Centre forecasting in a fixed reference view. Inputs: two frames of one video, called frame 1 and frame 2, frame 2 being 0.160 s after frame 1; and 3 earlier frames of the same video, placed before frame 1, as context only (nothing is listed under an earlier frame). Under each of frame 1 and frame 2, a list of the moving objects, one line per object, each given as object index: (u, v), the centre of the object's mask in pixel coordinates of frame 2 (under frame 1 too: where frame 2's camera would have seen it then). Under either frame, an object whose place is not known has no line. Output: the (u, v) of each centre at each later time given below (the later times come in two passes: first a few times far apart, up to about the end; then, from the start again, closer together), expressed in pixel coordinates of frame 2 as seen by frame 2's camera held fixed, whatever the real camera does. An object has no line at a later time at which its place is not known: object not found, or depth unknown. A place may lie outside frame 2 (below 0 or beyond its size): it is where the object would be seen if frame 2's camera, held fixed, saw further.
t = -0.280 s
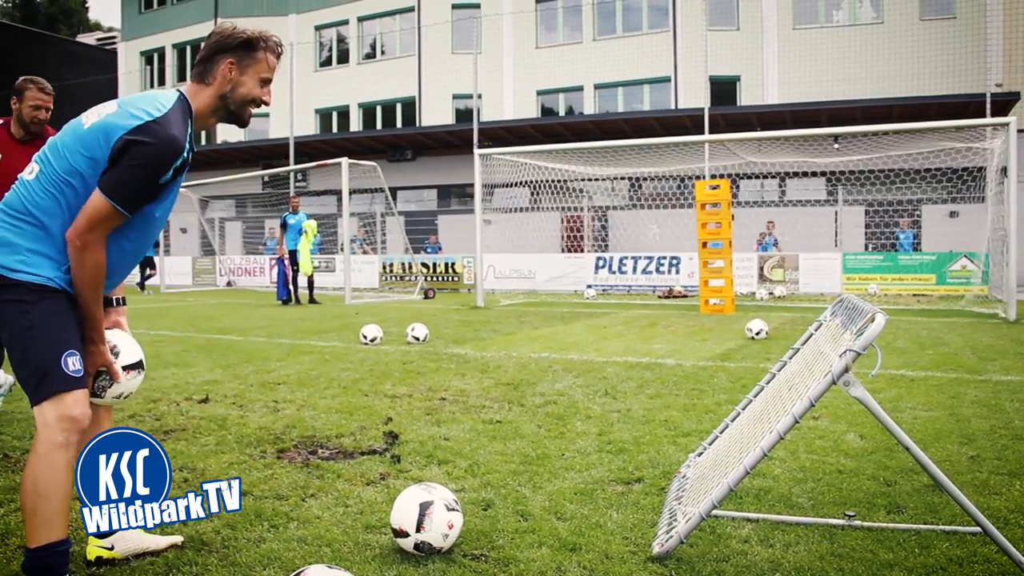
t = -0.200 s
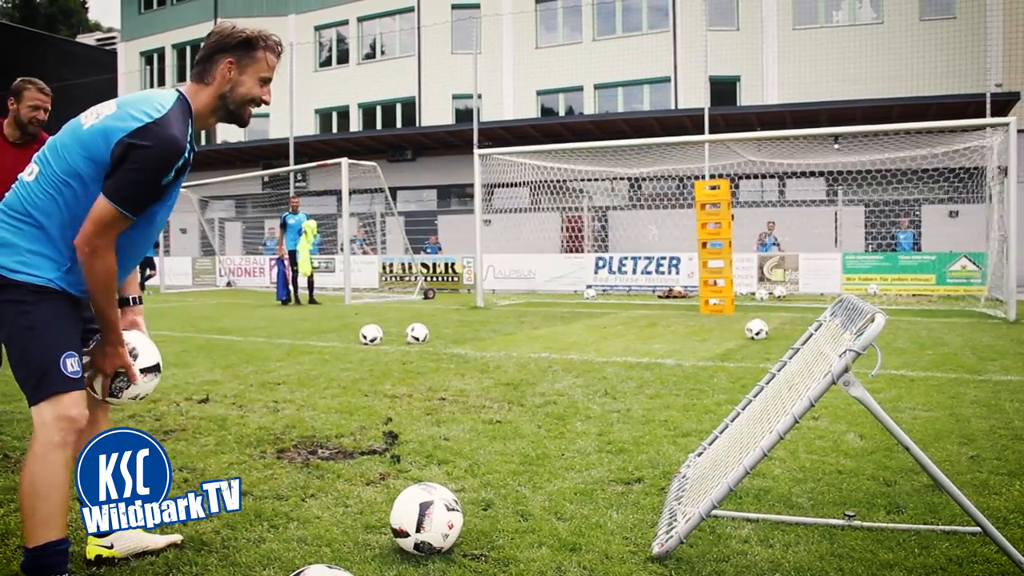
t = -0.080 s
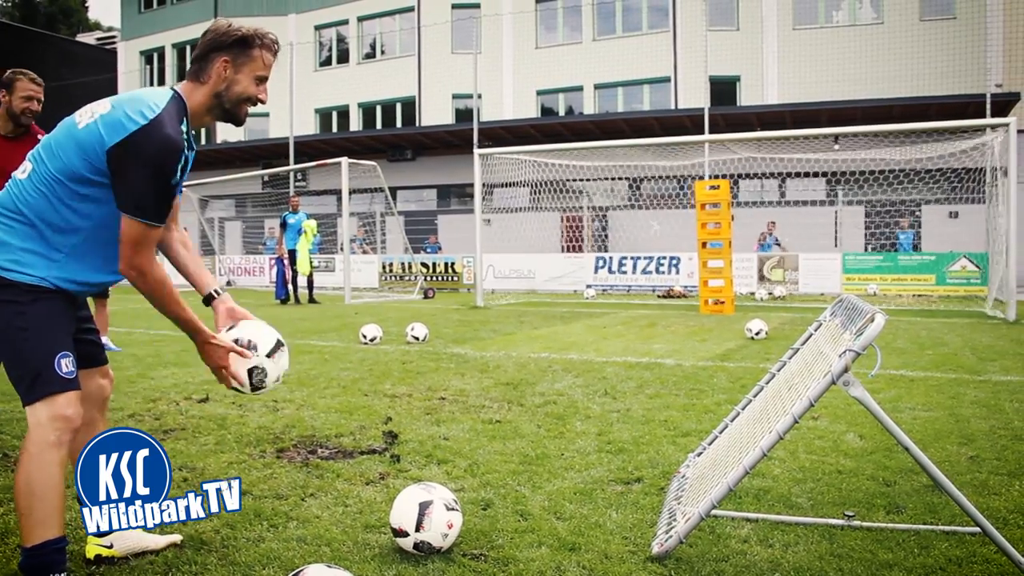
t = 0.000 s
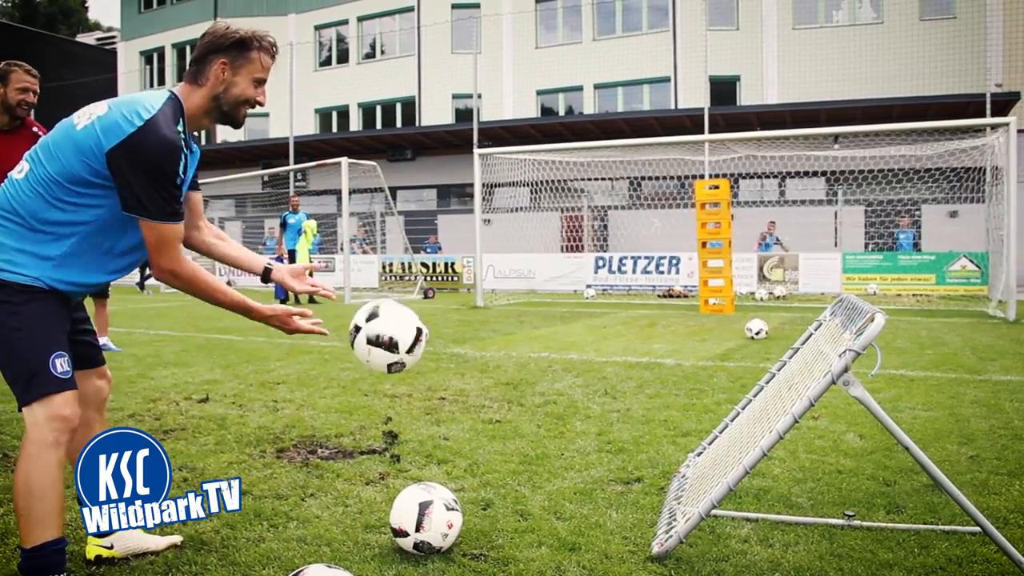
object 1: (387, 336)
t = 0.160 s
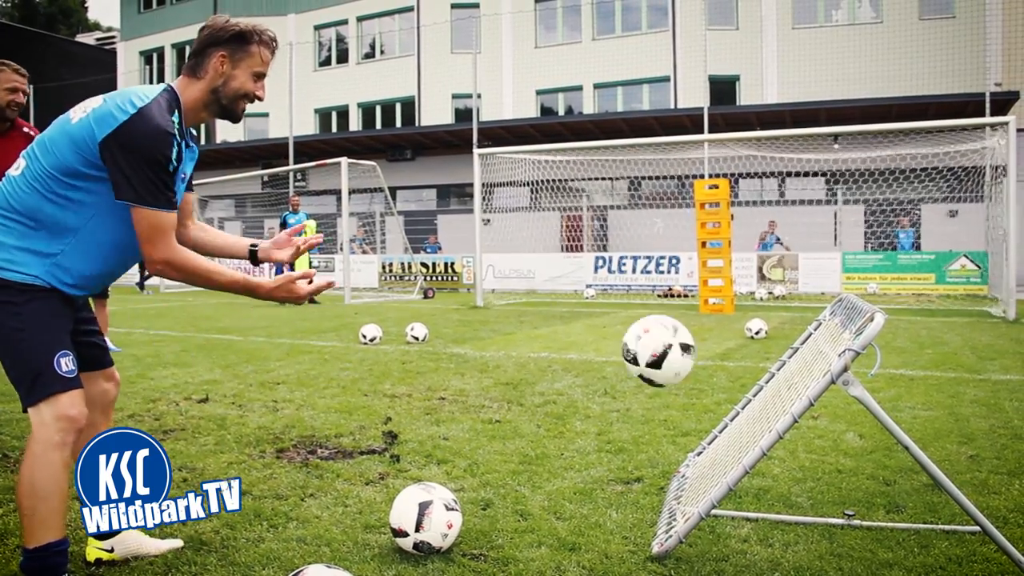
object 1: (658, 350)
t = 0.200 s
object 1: (722, 366)
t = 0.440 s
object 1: (665, 246)
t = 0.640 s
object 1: (544, 209)
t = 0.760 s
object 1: (483, 237)
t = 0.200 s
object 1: (722, 366)
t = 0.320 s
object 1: (750, 327)
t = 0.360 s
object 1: (721, 295)
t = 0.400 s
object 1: (693, 267)
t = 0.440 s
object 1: (665, 246)
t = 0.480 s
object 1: (638, 229)
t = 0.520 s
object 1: (614, 217)
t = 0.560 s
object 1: (589, 210)
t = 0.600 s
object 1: (566, 207)
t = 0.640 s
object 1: (544, 209)
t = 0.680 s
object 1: (523, 215)
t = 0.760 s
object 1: (483, 237)
